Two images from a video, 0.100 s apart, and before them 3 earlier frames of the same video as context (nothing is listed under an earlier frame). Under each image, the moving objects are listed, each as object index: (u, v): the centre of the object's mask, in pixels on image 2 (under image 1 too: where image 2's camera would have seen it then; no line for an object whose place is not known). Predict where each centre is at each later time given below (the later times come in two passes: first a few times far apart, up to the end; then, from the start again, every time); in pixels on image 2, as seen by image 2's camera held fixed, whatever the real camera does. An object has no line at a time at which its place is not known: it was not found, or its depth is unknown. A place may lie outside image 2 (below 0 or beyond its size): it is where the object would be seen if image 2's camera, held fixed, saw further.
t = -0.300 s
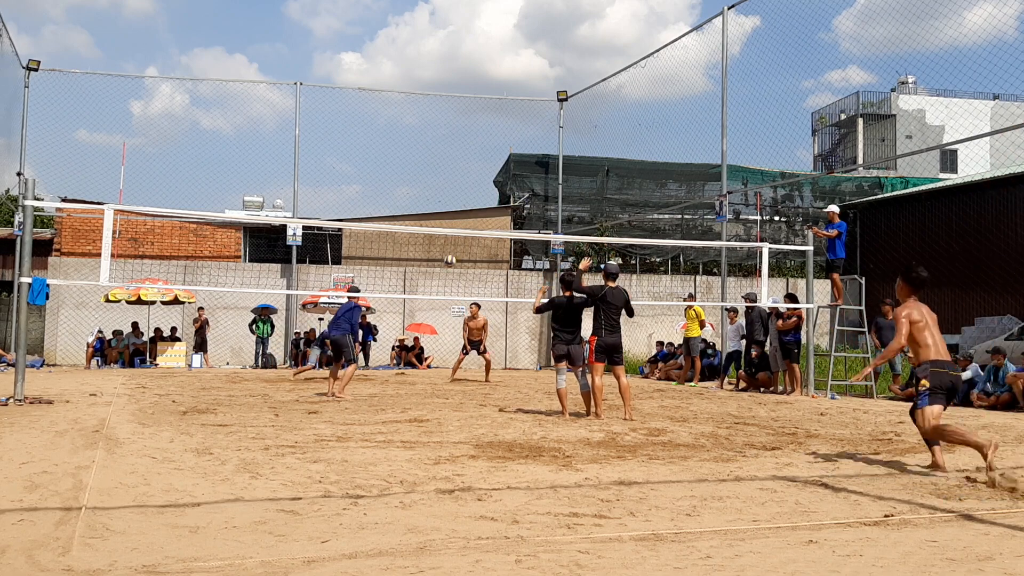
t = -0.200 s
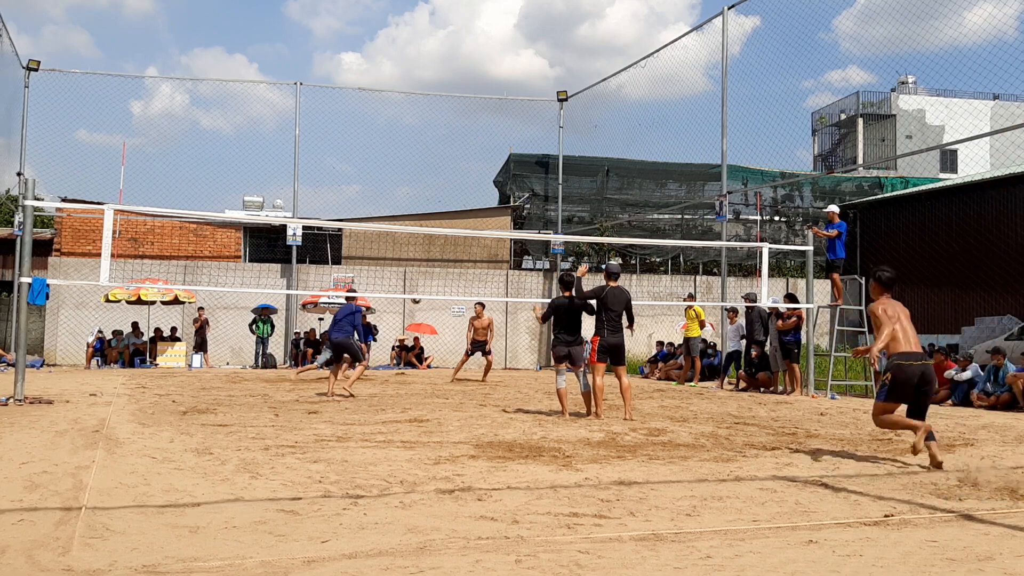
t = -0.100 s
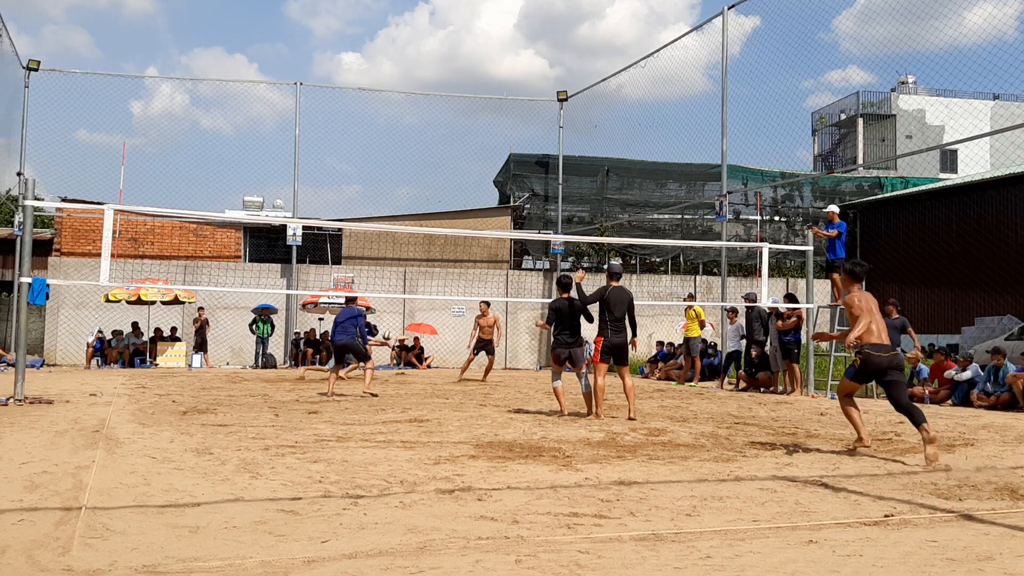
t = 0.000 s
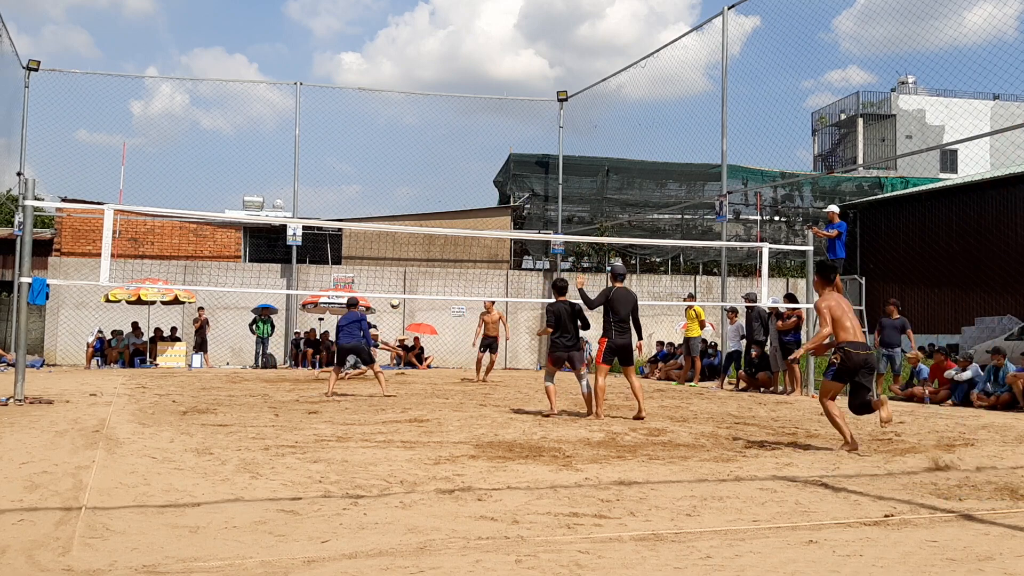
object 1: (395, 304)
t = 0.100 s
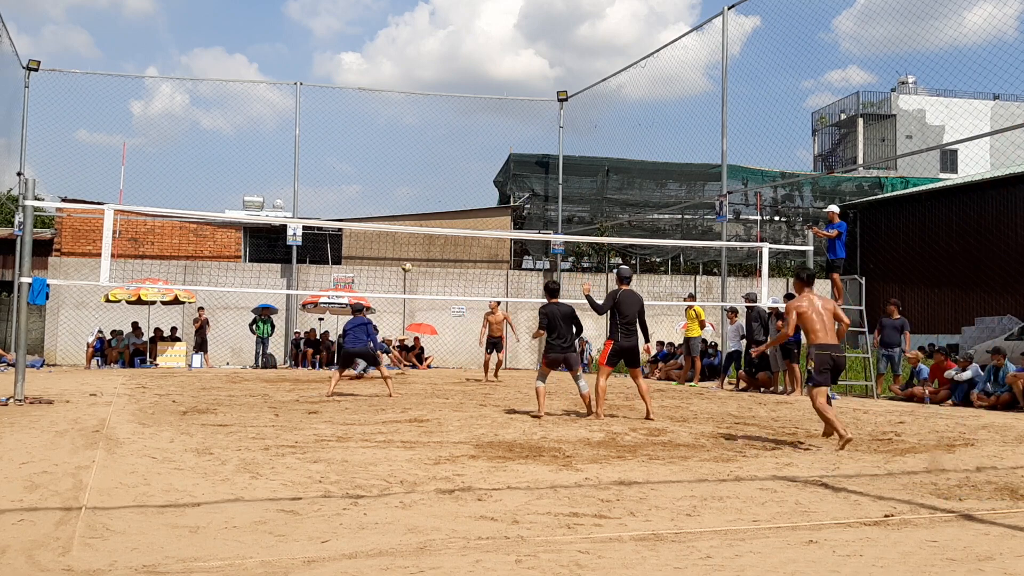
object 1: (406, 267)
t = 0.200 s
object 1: (417, 235)
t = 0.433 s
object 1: (440, 175)
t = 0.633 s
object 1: (459, 144)
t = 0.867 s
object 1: (480, 130)
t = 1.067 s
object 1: (497, 140)
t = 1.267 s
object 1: (515, 171)
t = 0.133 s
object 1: (410, 255)
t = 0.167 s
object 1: (414, 244)
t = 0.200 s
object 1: (417, 235)
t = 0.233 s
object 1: (421, 223)
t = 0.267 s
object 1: (424, 215)
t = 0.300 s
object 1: (427, 206)
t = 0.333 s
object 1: (431, 198)
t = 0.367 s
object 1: (434, 190)
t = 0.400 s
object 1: (437, 182)
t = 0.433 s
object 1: (440, 175)
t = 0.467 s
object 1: (444, 169)
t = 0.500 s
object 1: (447, 163)
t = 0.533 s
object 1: (450, 157)
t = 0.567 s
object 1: (453, 152)
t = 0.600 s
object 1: (456, 148)
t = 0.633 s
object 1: (459, 144)
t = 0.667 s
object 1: (462, 140)
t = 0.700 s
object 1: (465, 138)
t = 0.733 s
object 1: (468, 135)
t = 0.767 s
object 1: (471, 133)
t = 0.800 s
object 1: (474, 131)
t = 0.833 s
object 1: (477, 131)
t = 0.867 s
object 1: (480, 130)
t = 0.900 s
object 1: (483, 131)
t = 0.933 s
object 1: (485, 131)
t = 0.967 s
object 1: (489, 133)
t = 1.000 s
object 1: (492, 135)
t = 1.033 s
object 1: (495, 137)
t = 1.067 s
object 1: (497, 140)
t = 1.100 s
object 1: (500, 144)
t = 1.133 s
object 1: (503, 148)
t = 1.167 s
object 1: (506, 153)
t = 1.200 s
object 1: (509, 158)
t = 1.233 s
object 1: (511, 165)
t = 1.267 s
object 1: (515, 171)
